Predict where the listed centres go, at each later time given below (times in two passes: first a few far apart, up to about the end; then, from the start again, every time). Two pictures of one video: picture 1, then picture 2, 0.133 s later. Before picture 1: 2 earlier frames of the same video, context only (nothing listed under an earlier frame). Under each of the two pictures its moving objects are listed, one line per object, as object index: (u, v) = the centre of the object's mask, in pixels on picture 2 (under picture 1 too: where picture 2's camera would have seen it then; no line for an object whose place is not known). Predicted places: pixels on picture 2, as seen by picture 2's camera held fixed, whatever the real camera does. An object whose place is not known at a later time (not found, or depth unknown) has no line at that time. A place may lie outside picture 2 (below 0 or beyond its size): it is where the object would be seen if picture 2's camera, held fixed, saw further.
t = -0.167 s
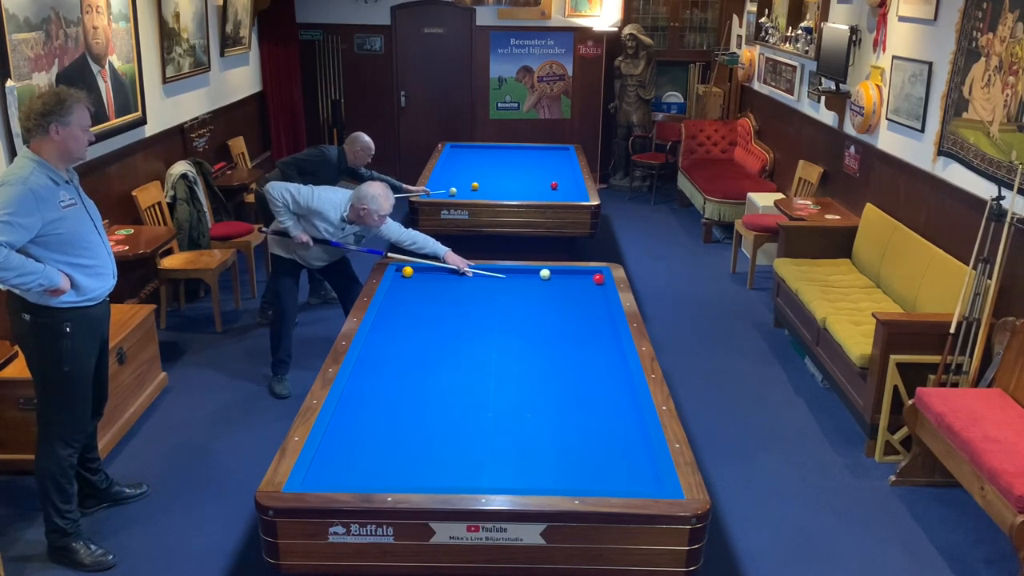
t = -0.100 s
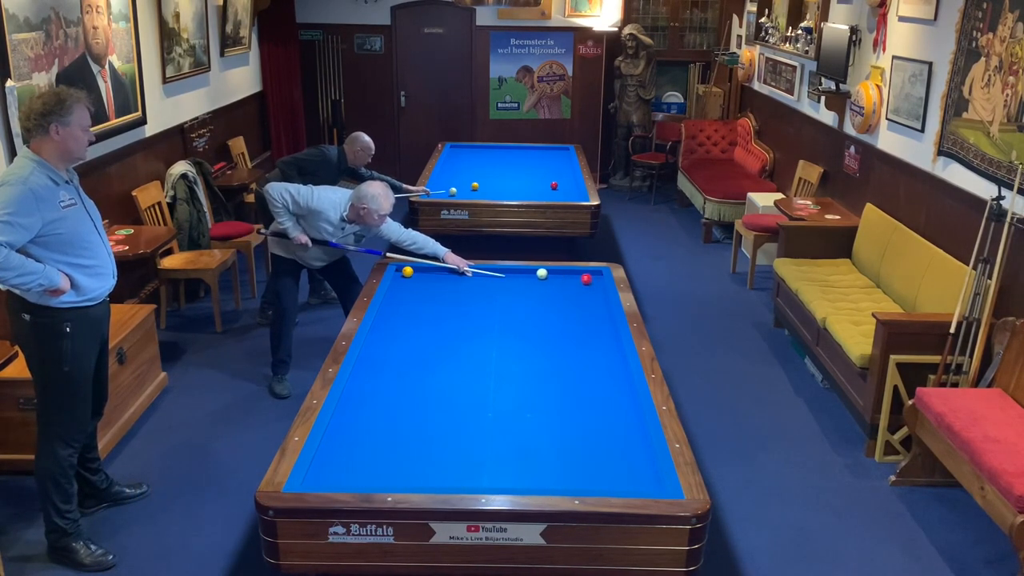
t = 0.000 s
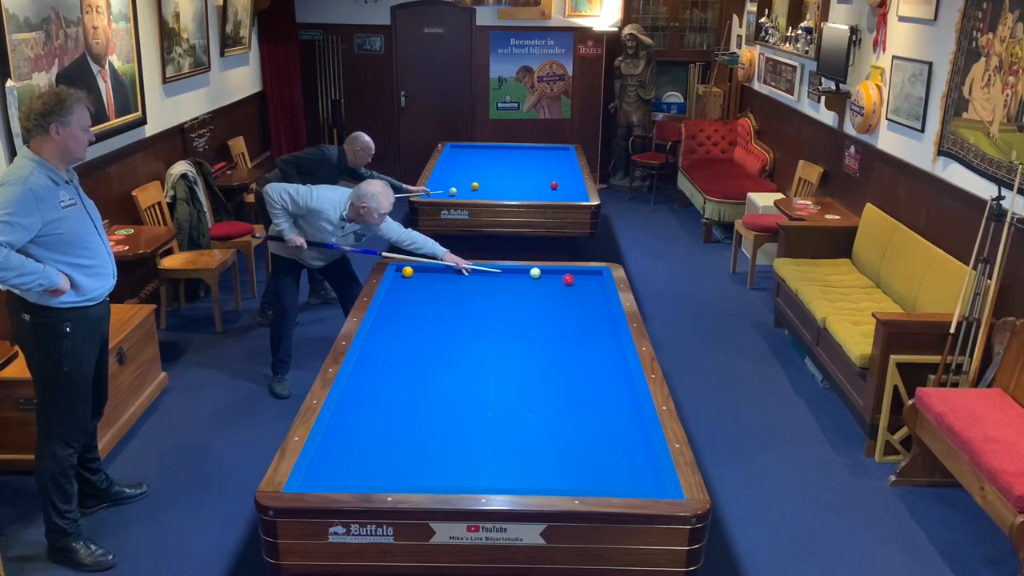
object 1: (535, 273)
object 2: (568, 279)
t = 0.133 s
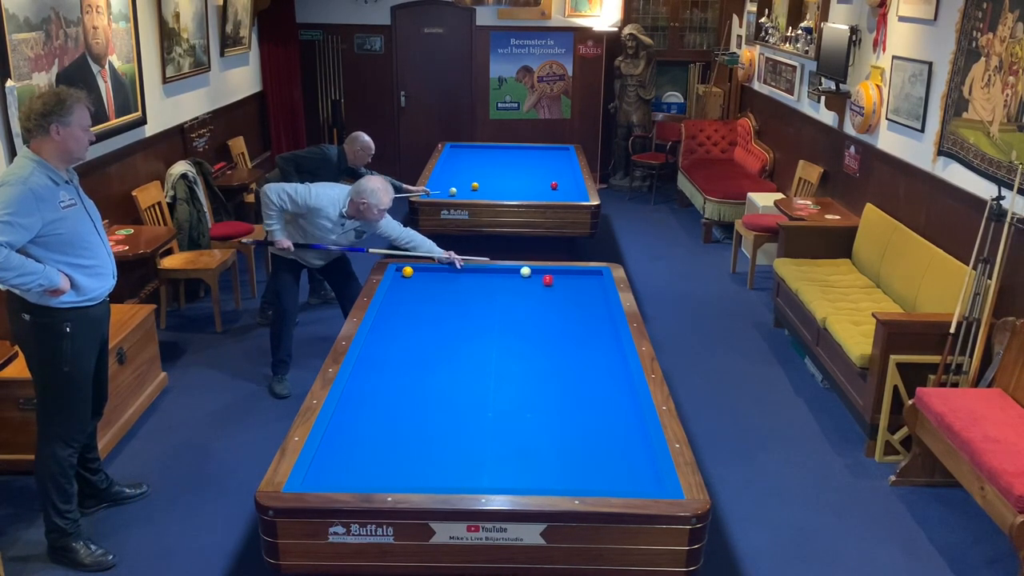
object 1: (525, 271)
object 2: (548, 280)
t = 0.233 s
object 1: (518, 271)
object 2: (532, 281)
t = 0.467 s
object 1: (503, 271)
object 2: (498, 282)
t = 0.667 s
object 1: (491, 272)
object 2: (468, 282)
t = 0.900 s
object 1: (476, 272)
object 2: (434, 284)
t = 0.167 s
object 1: (523, 271)
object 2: (543, 280)
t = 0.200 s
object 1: (520, 271)
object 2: (538, 280)
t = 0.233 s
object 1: (518, 271)
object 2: (532, 281)
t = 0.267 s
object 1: (516, 271)
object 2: (528, 281)
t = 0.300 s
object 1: (514, 271)
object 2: (523, 281)
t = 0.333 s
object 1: (511, 271)
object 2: (518, 281)
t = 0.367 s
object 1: (509, 271)
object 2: (513, 281)
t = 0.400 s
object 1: (507, 271)
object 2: (508, 281)
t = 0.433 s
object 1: (505, 271)
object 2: (503, 281)
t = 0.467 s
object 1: (503, 271)
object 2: (498, 282)
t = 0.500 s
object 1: (501, 271)
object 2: (493, 282)
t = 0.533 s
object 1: (499, 271)
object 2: (488, 282)
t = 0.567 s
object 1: (497, 271)
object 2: (483, 282)
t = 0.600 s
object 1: (495, 271)
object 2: (478, 282)
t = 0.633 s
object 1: (493, 272)
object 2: (473, 282)
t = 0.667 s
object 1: (491, 272)
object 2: (468, 282)
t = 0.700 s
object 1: (489, 272)
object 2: (463, 283)
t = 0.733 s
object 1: (487, 272)
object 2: (459, 283)
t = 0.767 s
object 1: (485, 272)
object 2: (454, 283)
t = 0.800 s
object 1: (483, 272)
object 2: (449, 283)
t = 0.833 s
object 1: (480, 272)
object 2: (443, 283)
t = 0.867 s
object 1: (478, 272)
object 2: (438, 283)
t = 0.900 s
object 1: (476, 272)
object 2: (434, 284)
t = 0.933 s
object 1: (474, 272)
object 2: (429, 284)
